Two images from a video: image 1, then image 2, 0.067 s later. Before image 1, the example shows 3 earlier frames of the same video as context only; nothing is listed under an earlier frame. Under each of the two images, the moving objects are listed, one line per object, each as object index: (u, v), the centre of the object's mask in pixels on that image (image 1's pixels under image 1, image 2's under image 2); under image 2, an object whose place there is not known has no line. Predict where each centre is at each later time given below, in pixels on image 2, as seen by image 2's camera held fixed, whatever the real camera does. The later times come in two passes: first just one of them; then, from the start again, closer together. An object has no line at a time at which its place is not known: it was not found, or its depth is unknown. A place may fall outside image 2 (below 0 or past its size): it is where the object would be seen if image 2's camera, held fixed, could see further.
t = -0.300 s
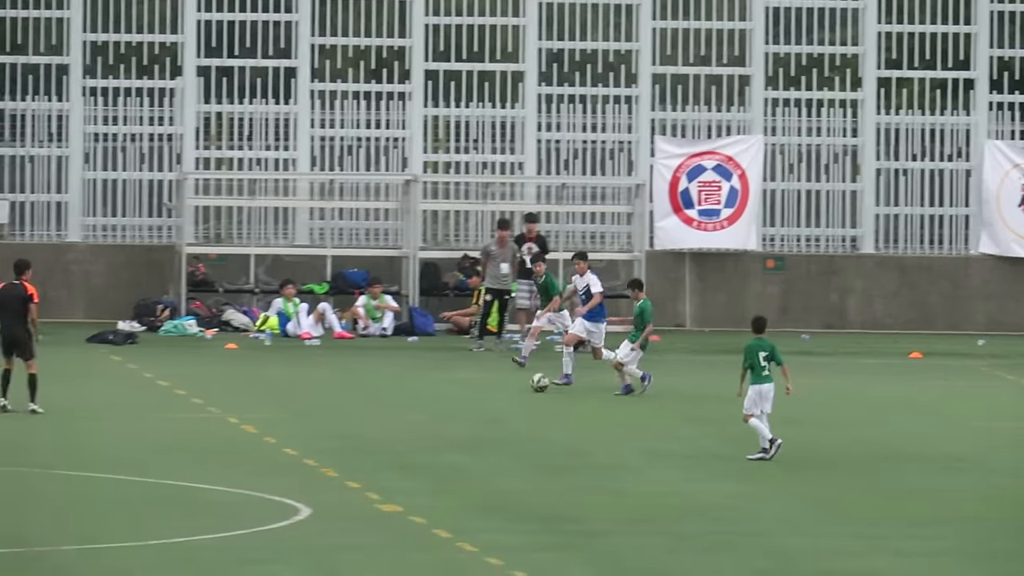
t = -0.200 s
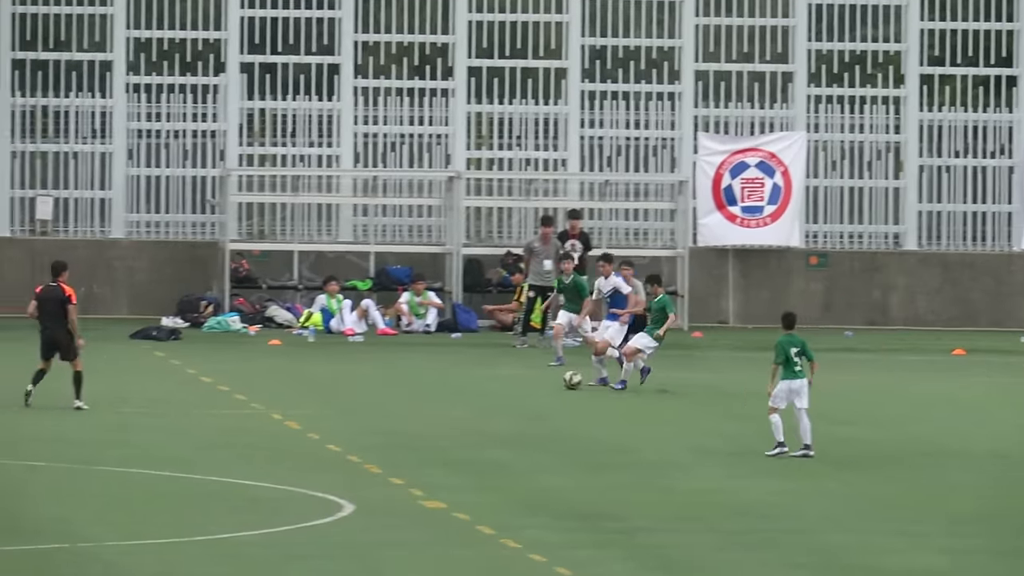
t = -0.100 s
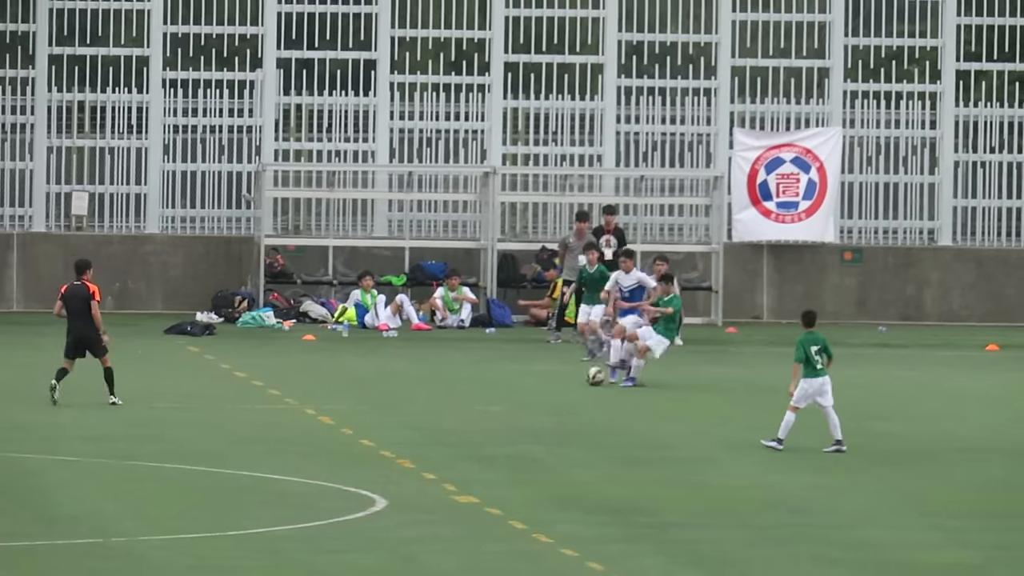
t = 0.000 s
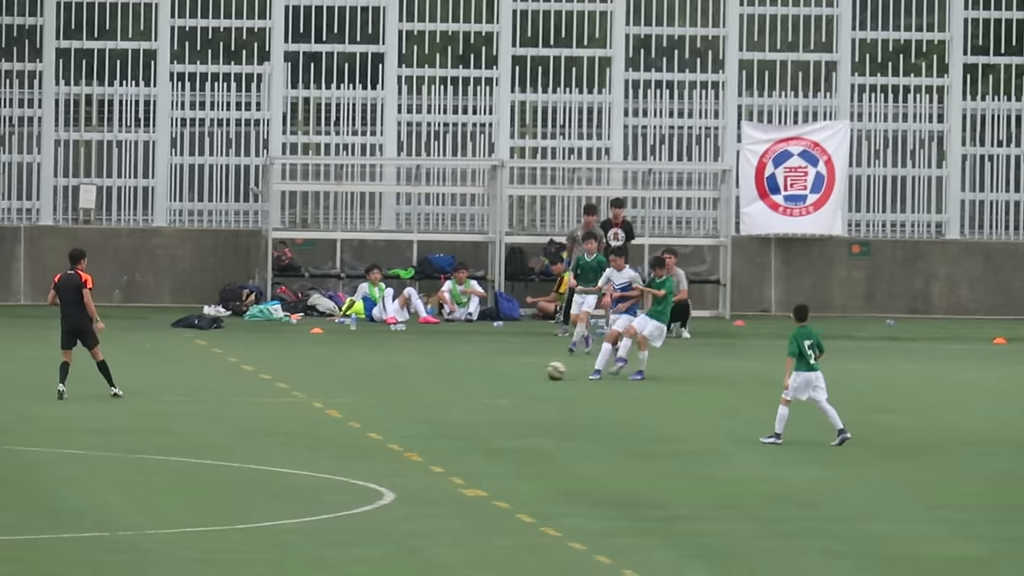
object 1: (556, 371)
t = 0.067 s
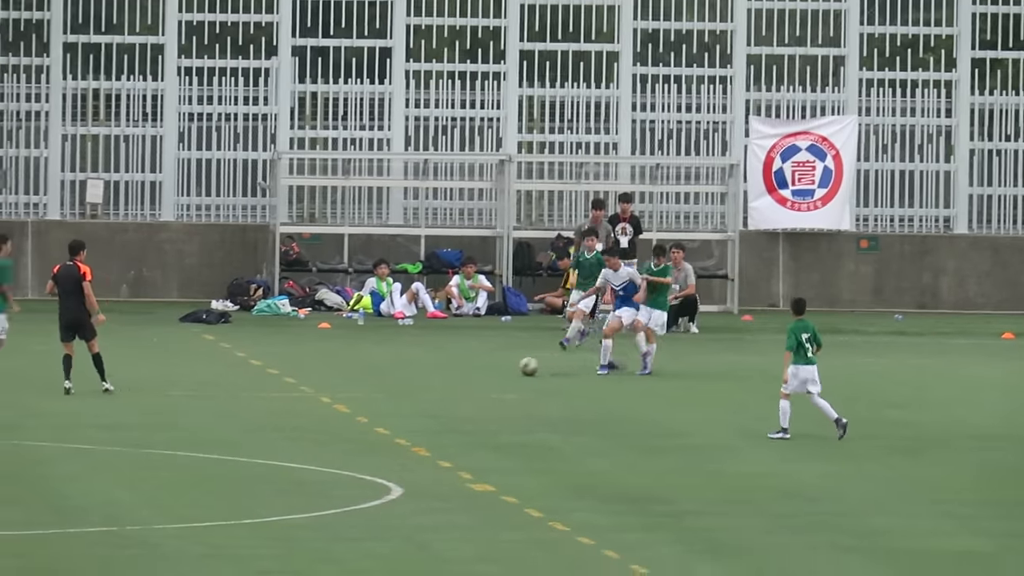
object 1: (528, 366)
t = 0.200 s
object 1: (468, 368)
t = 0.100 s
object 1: (512, 367)
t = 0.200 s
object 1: (468, 368)
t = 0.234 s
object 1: (454, 371)
